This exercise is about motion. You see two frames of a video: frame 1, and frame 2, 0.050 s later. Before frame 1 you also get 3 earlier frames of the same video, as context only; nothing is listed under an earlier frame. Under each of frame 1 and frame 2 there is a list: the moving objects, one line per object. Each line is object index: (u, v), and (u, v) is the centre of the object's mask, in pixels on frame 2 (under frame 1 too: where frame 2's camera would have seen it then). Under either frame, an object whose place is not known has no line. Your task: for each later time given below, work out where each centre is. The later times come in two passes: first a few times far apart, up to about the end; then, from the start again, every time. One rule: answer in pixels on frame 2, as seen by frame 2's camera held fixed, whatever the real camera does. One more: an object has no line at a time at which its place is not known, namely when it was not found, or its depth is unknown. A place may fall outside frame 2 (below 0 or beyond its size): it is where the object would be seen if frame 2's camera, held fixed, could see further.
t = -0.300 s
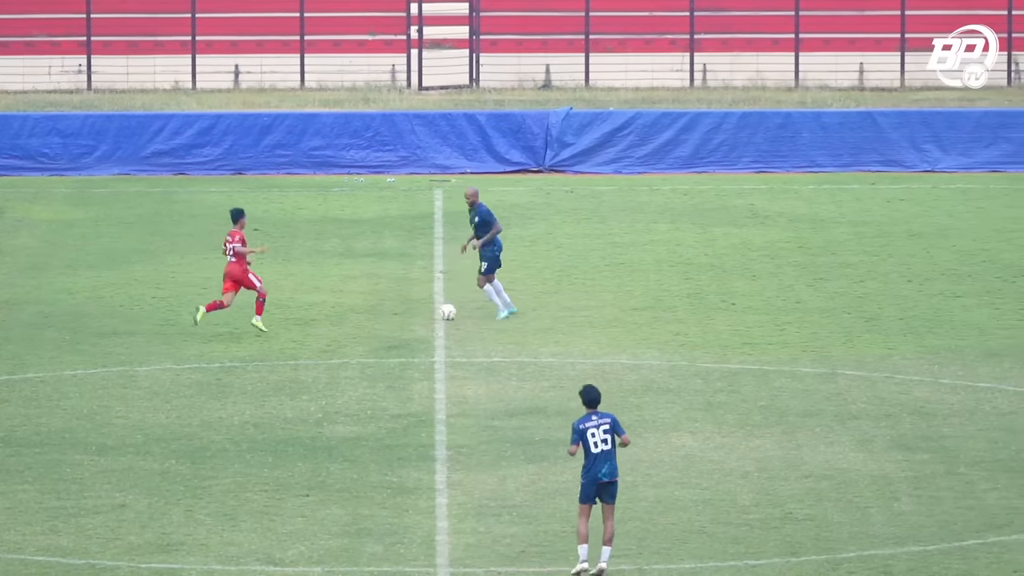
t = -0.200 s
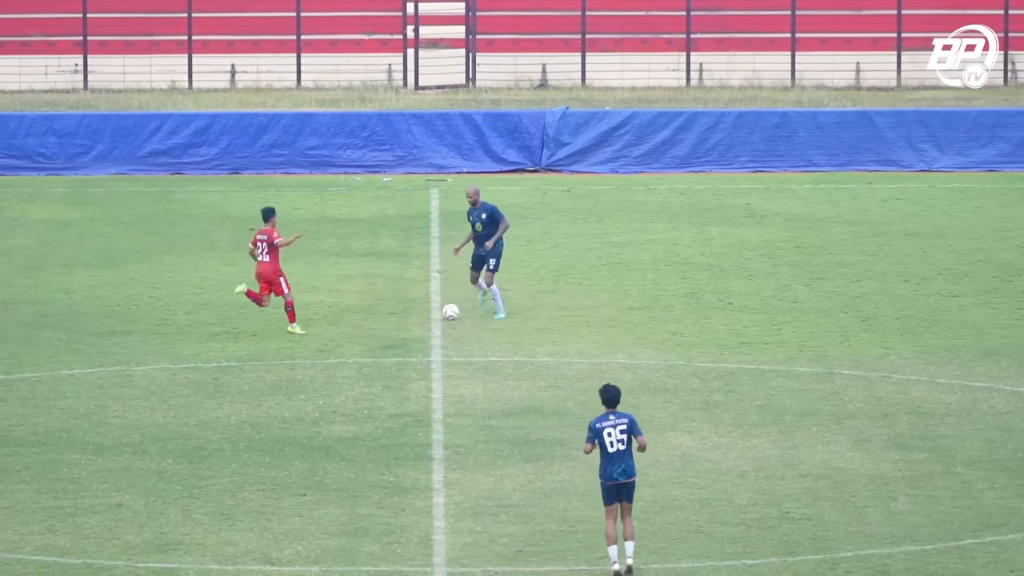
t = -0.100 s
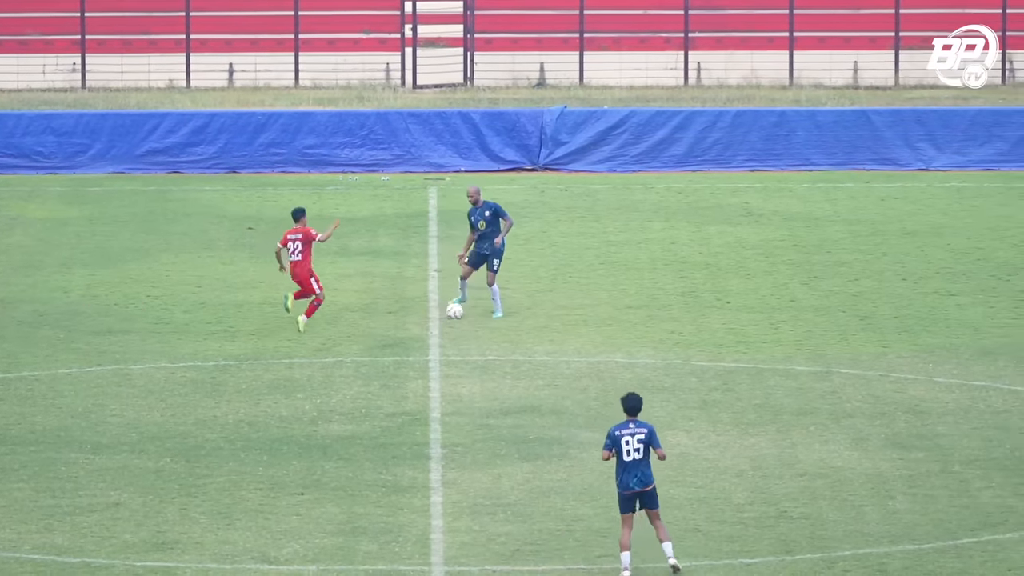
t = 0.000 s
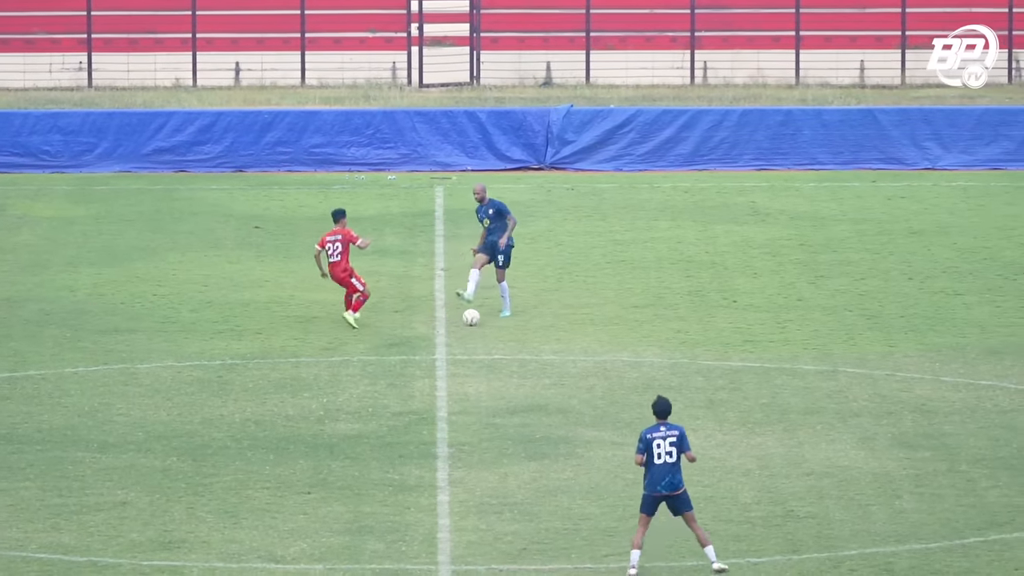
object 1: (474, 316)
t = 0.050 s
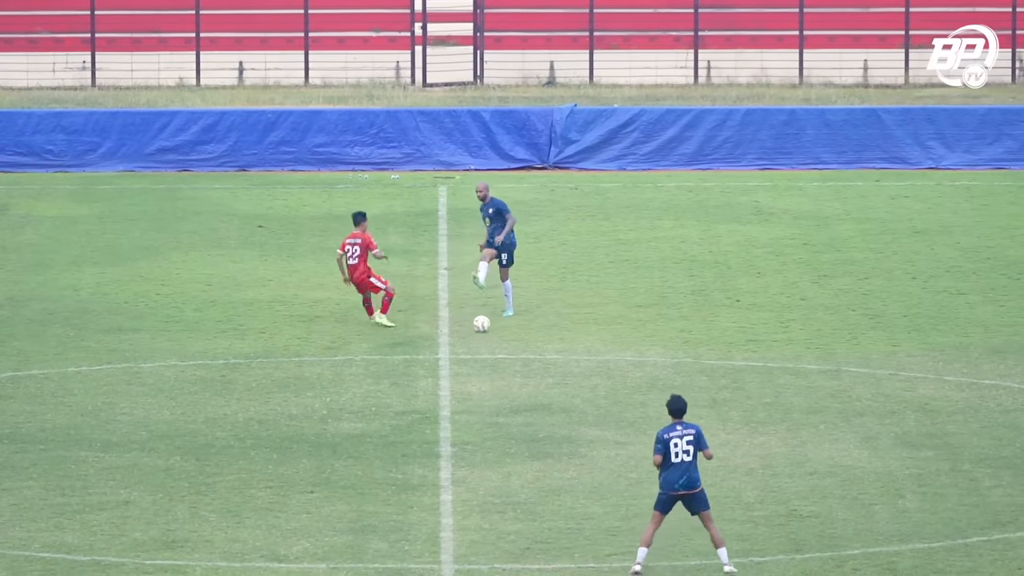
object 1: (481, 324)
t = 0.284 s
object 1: (516, 354)
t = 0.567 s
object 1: (558, 387)
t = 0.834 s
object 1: (596, 415)
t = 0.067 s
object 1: (483, 325)
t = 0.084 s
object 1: (486, 329)
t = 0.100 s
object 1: (489, 331)
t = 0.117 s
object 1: (490, 333)
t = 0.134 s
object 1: (493, 335)
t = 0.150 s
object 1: (496, 337)
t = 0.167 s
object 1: (498, 339)
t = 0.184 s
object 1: (501, 341)
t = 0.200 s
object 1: (503, 343)
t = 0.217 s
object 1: (505, 344)
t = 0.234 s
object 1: (508, 347)
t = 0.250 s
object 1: (511, 349)
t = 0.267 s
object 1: (512, 351)
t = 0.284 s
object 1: (516, 354)
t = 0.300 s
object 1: (519, 357)
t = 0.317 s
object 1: (521, 358)
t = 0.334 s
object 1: (524, 361)
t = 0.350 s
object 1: (527, 363)
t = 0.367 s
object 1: (528, 364)
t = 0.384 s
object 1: (531, 367)
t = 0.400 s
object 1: (534, 370)
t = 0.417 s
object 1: (536, 371)
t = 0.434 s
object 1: (539, 373)
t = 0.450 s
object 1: (542, 375)
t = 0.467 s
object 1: (543, 376)
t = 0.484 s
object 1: (546, 377)
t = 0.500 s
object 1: (549, 380)
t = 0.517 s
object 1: (551, 381)
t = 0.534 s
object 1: (554, 384)
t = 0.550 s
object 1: (557, 386)
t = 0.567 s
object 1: (558, 387)
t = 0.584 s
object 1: (561, 390)
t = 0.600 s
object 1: (564, 392)
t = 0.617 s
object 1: (565, 393)
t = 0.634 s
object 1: (568, 394)
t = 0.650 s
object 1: (571, 396)
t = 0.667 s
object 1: (572, 397)
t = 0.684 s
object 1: (575, 398)
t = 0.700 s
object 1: (578, 400)
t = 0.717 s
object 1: (579, 401)
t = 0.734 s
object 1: (582, 403)
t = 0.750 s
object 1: (585, 405)
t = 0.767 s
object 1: (587, 406)
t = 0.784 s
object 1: (589, 409)
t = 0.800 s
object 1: (592, 412)
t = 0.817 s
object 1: (593, 413)
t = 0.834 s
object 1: (596, 415)
